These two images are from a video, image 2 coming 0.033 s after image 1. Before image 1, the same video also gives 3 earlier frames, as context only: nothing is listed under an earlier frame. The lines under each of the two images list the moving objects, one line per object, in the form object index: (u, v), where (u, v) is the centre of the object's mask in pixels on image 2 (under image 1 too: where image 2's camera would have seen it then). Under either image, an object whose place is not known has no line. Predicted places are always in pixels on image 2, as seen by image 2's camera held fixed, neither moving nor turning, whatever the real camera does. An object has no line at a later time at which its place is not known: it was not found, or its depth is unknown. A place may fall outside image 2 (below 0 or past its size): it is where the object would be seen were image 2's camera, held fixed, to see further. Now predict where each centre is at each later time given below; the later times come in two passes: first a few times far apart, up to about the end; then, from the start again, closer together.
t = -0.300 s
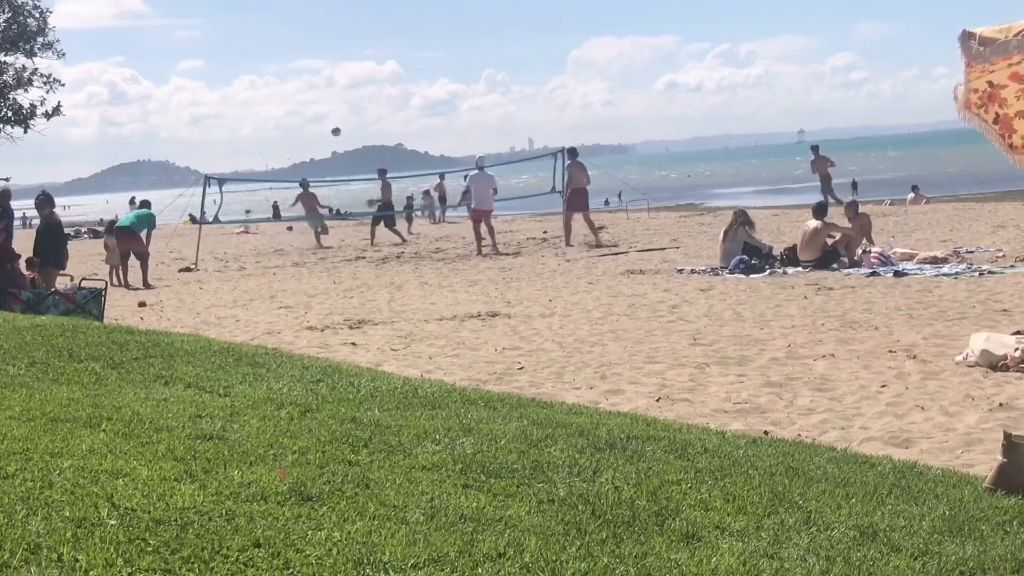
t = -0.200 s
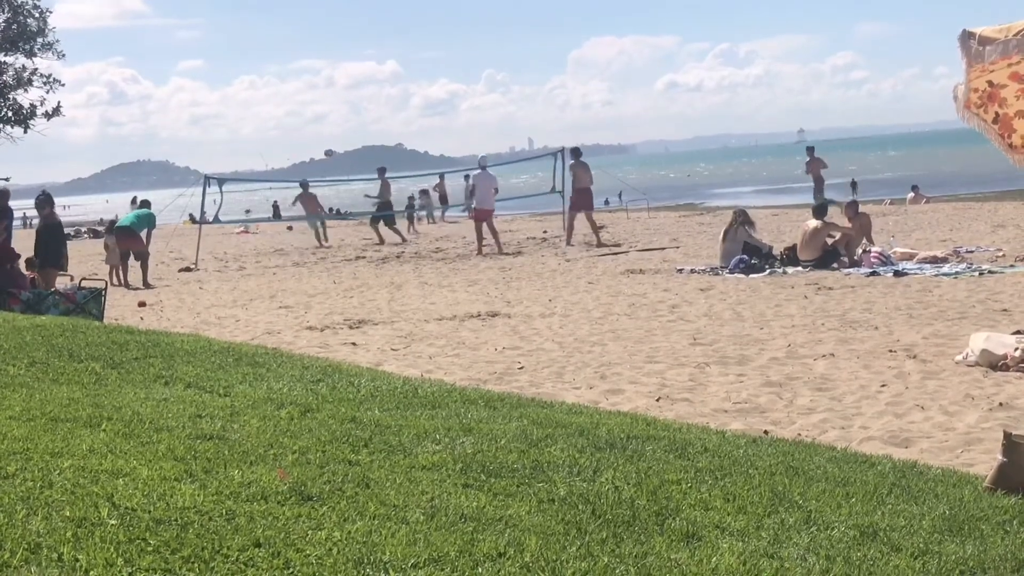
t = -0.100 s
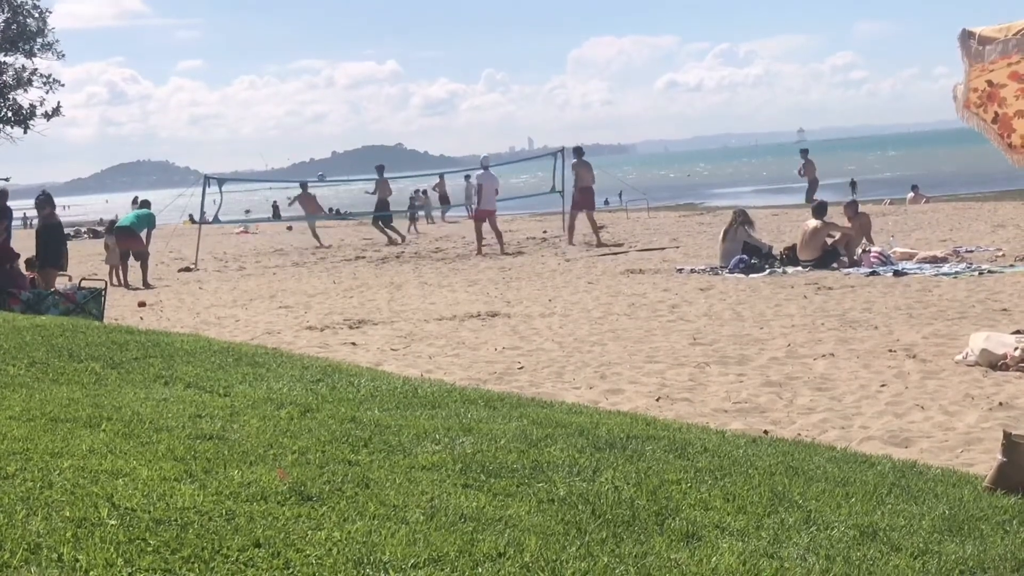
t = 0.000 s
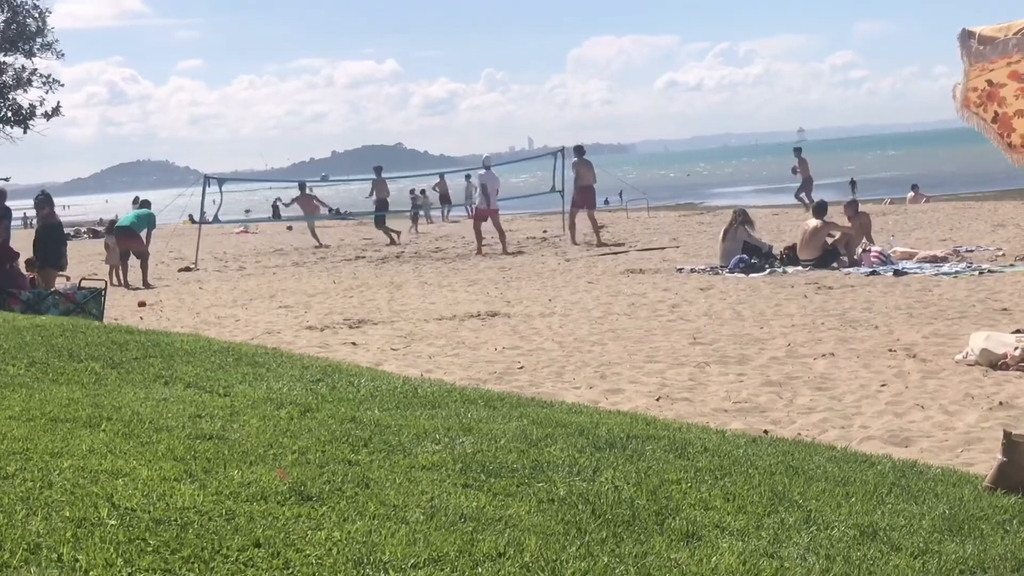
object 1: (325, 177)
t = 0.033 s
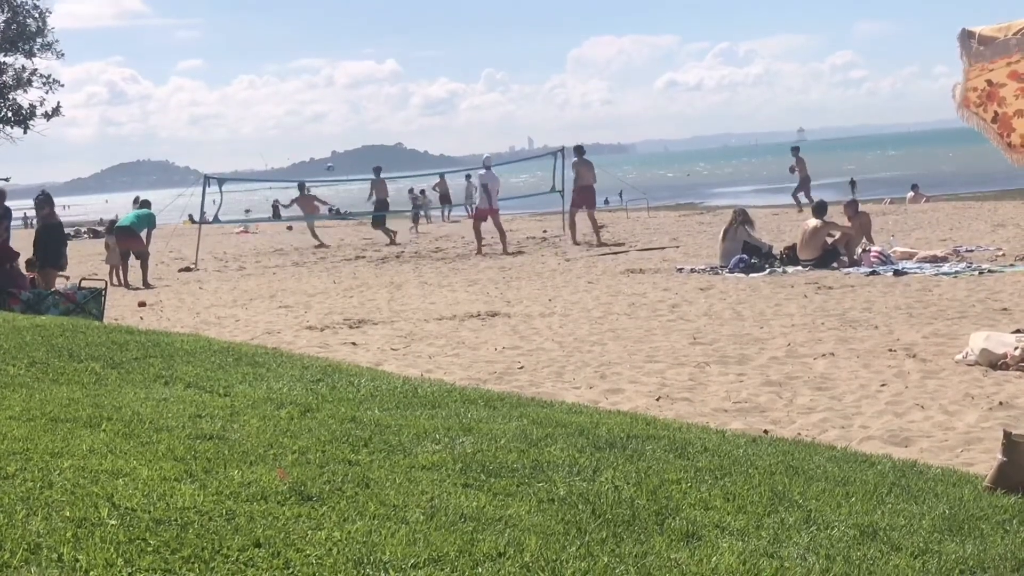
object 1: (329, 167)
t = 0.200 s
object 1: (358, 127)
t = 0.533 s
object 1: (420, 80)
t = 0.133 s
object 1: (347, 142)
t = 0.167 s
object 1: (353, 134)
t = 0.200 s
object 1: (358, 127)
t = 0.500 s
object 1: (414, 82)
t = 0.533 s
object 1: (420, 80)
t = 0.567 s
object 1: (427, 78)
